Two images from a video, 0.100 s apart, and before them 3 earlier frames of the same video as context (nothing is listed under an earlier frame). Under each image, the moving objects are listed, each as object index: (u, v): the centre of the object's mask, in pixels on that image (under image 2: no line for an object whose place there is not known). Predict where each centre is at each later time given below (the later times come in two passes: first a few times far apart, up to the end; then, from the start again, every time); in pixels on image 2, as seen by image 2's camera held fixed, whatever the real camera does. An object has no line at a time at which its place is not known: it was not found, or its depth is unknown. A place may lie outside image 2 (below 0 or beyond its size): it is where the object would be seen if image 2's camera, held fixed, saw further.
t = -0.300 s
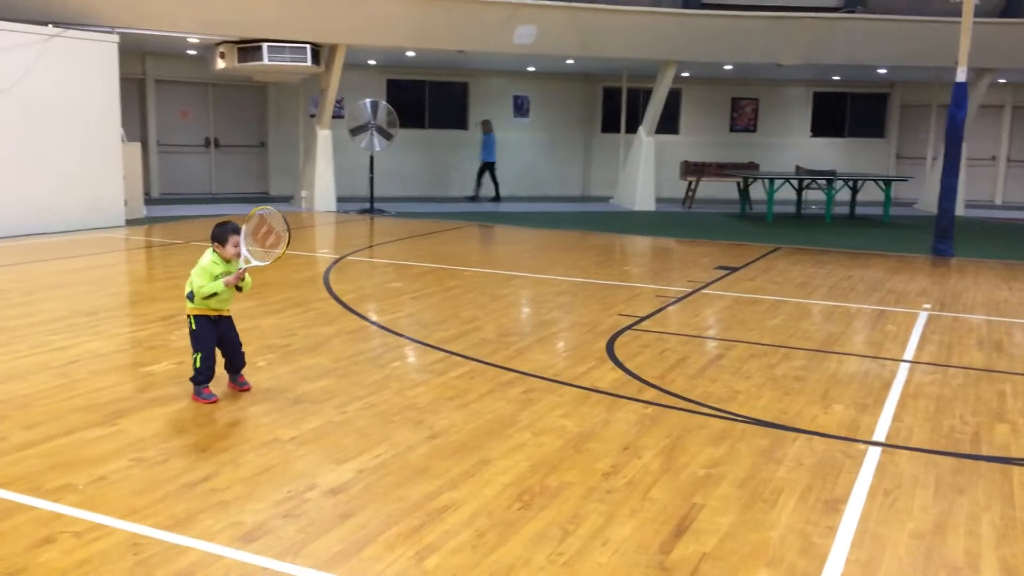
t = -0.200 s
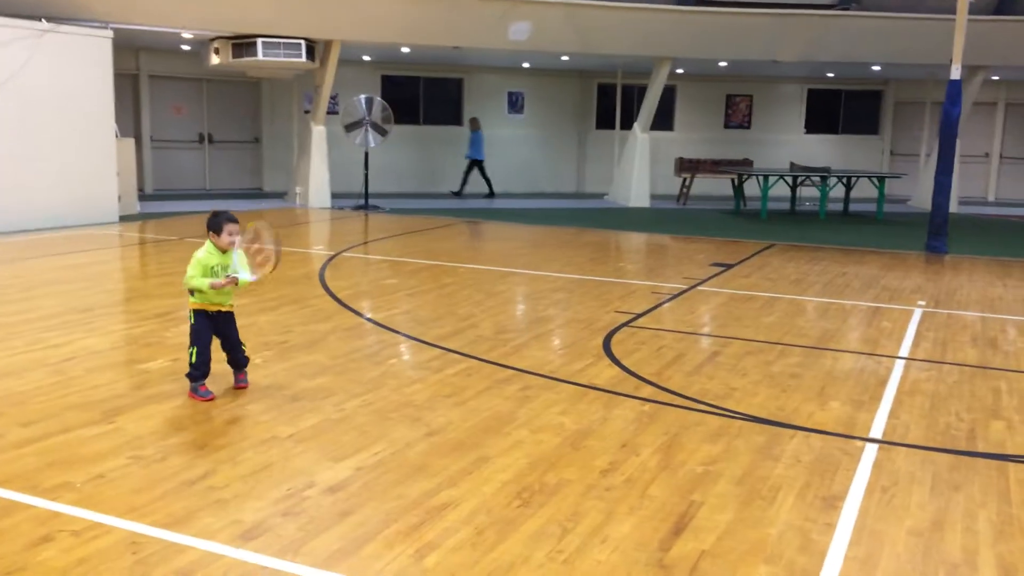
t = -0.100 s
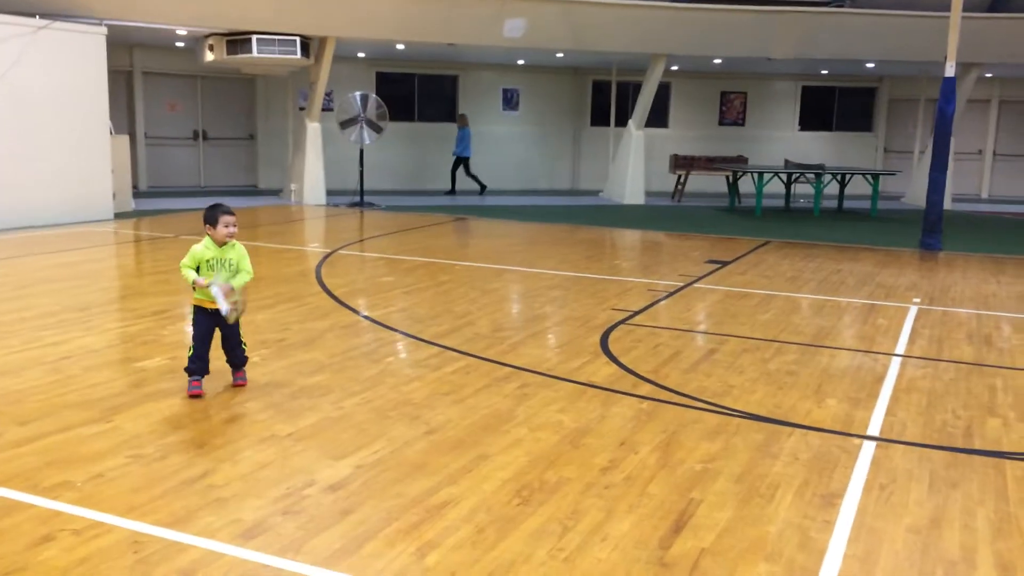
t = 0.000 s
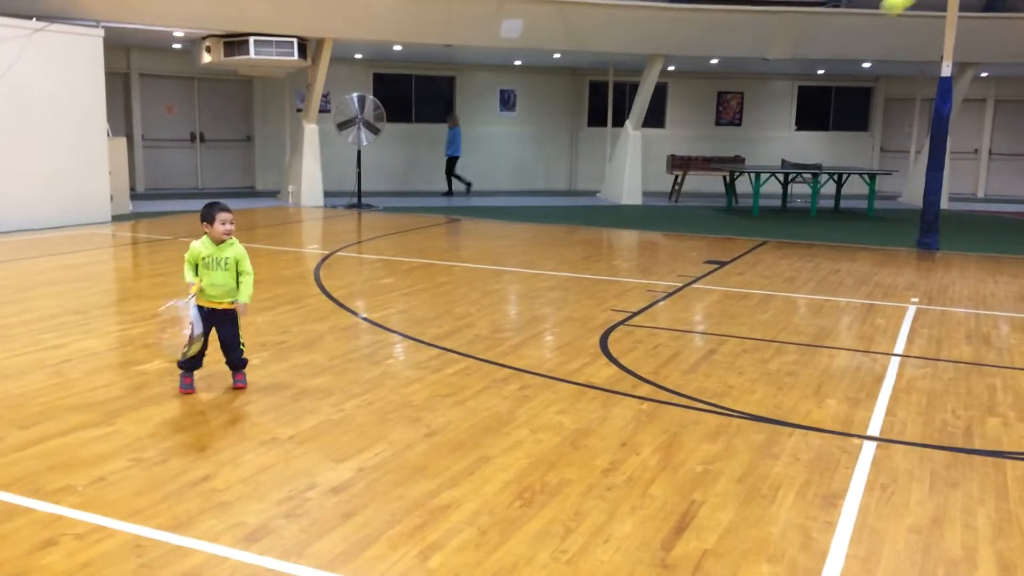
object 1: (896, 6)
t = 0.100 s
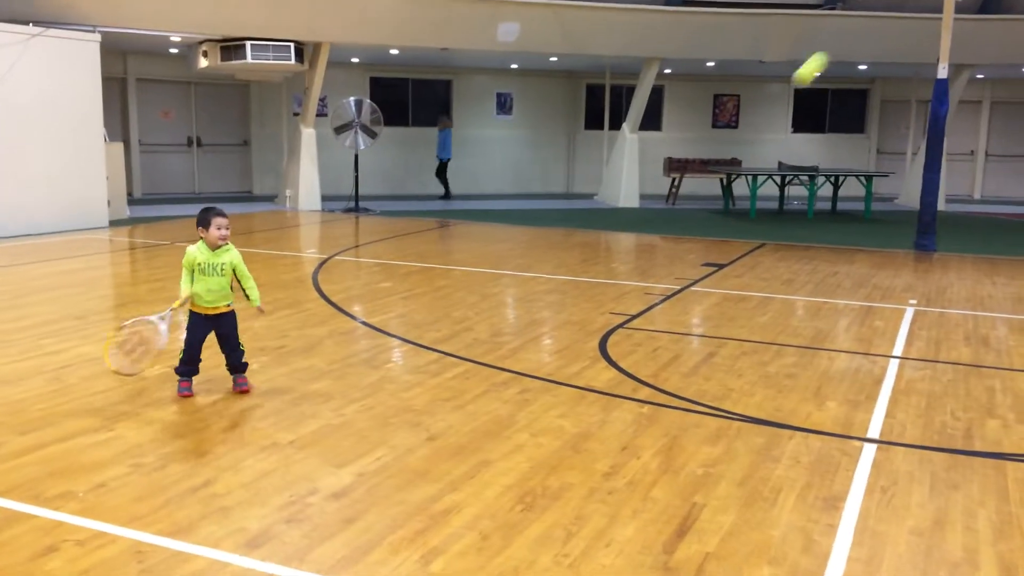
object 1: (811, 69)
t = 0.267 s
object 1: (680, 229)
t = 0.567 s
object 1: (517, 353)
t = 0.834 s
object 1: (434, 203)
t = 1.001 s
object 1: (380, 192)
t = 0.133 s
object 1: (783, 97)
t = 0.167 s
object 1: (757, 126)
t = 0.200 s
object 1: (731, 158)
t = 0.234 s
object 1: (704, 194)
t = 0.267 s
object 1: (680, 229)
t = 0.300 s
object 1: (655, 266)
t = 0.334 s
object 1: (632, 305)
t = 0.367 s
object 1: (607, 348)
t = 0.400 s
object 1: (585, 390)
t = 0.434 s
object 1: (563, 435)
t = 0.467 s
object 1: (546, 451)
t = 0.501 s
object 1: (536, 417)
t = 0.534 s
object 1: (527, 384)
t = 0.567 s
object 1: (517, 353)
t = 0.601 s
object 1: (507, 326)
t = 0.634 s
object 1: (497, 301)
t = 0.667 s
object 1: (487, 278)
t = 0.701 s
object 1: (477, 257)
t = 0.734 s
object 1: (466, 240)
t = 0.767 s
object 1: (456, 225)
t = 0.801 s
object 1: (444, 213)
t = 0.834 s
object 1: (434, 203)
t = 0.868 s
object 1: (423, 195)
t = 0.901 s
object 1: (413, 191)
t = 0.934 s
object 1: (402, 188)
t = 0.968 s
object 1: (391, 189)
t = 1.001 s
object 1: (380, 192)
